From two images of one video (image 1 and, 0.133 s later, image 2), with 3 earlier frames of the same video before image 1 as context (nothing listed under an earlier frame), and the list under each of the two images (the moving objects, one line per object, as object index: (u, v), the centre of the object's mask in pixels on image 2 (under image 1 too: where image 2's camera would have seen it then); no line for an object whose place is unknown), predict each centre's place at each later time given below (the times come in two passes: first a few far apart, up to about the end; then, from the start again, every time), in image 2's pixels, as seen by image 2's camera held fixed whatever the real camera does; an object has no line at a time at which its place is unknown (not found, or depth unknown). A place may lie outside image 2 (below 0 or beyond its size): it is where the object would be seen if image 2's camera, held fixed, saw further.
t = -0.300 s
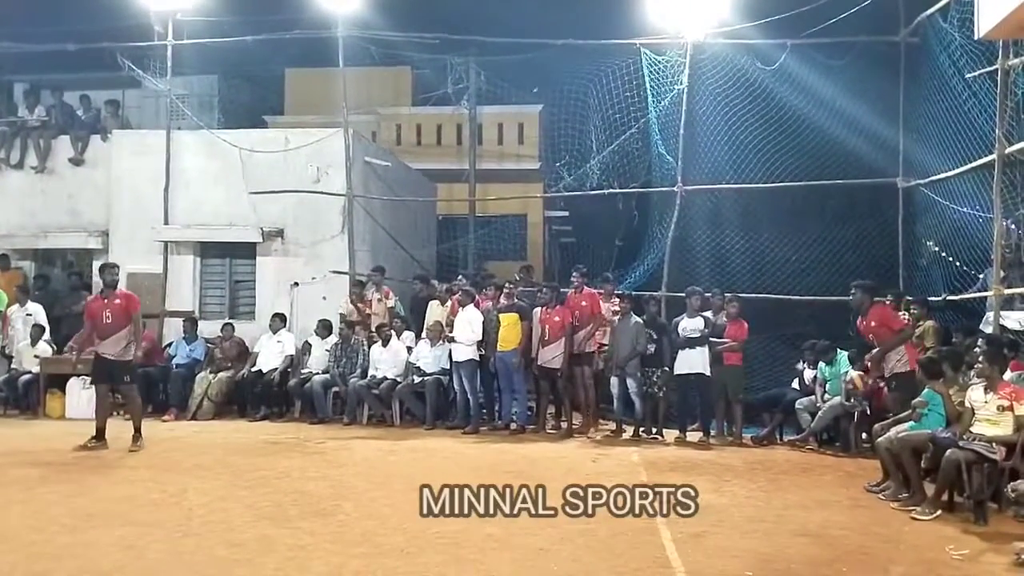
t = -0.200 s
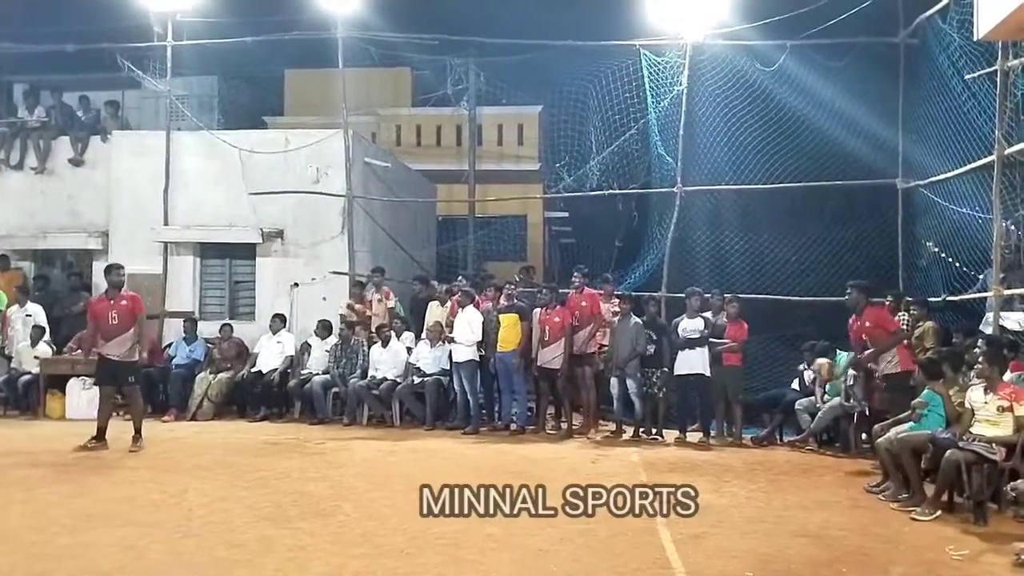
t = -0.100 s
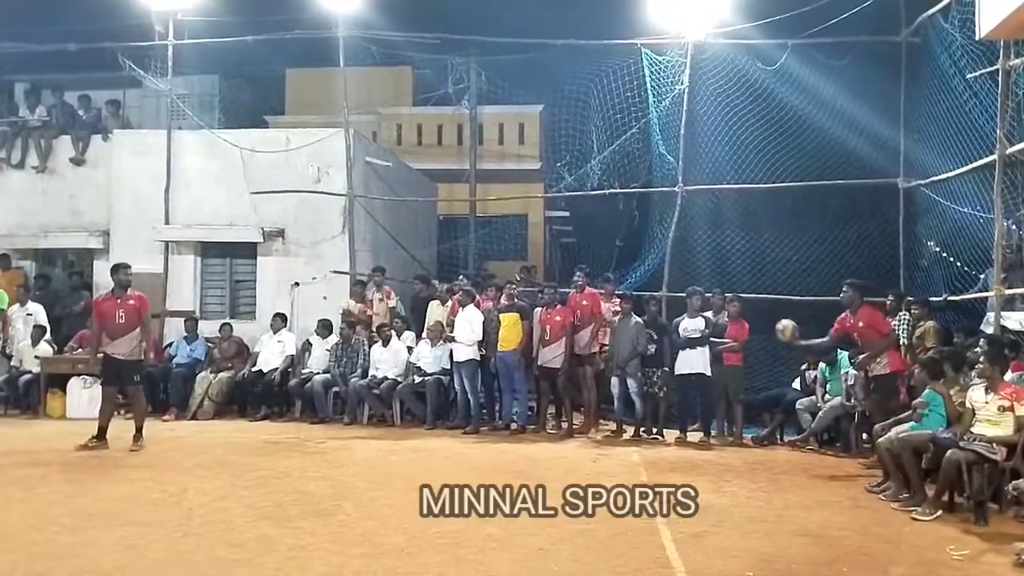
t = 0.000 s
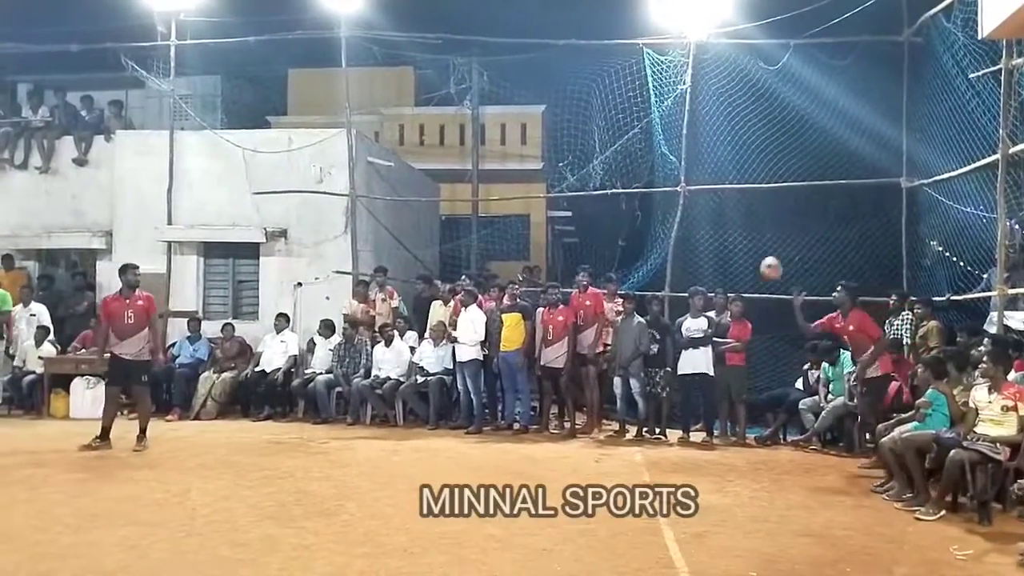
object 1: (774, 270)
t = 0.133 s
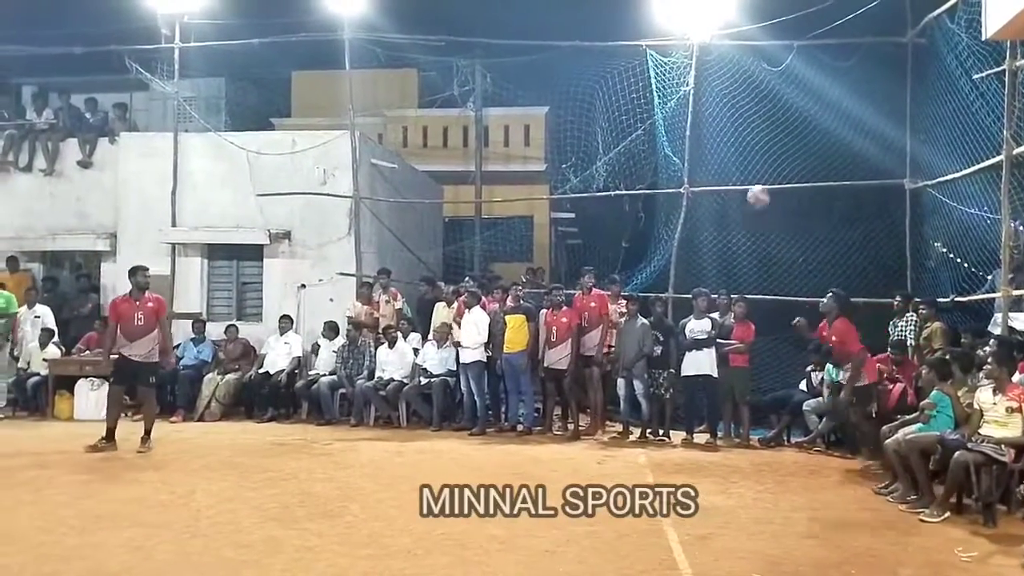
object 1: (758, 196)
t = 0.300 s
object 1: (737, 129)
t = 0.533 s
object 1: (706, 80)
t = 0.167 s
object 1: (754, 180)
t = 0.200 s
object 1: (750, 167)
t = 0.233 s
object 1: (747, 154)
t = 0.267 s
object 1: (741, 140)
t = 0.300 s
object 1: (737, 129)
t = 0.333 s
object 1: (732, 118)
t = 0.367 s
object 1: (728, 110)
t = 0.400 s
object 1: (724, 103)
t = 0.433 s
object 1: (719, 94)
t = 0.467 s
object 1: (716, 88)
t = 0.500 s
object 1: (712, 84)
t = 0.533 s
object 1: (706, 80)
